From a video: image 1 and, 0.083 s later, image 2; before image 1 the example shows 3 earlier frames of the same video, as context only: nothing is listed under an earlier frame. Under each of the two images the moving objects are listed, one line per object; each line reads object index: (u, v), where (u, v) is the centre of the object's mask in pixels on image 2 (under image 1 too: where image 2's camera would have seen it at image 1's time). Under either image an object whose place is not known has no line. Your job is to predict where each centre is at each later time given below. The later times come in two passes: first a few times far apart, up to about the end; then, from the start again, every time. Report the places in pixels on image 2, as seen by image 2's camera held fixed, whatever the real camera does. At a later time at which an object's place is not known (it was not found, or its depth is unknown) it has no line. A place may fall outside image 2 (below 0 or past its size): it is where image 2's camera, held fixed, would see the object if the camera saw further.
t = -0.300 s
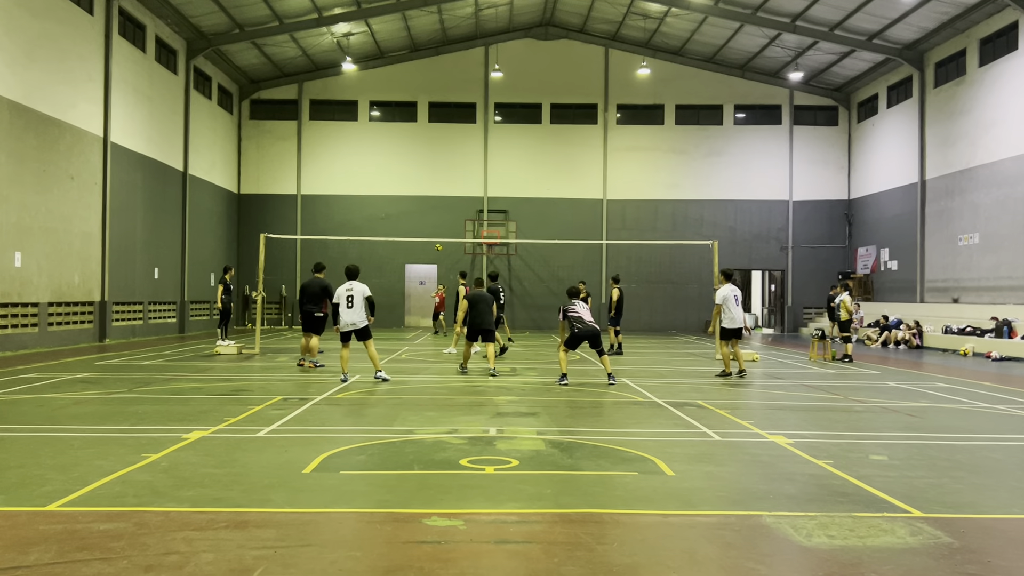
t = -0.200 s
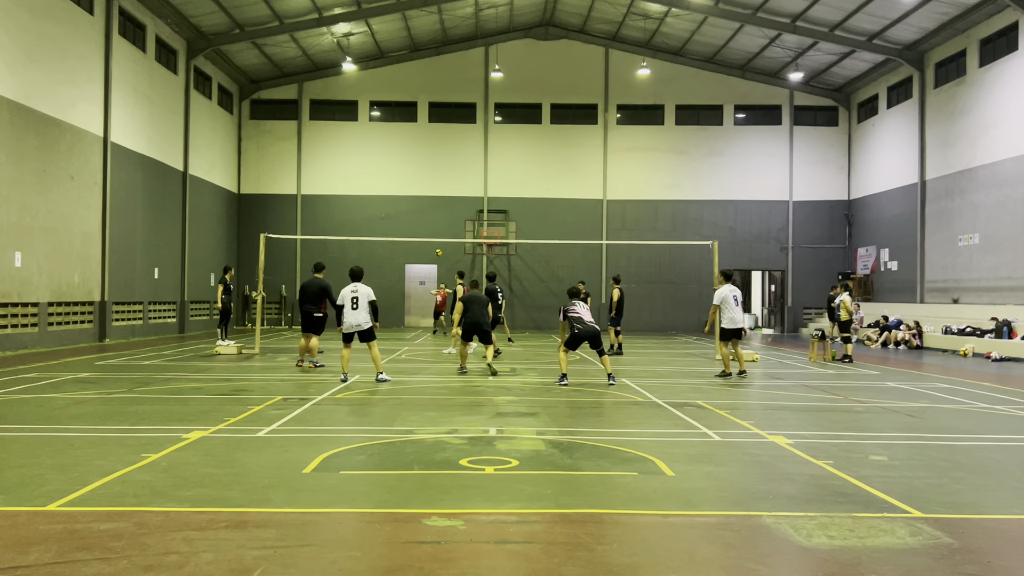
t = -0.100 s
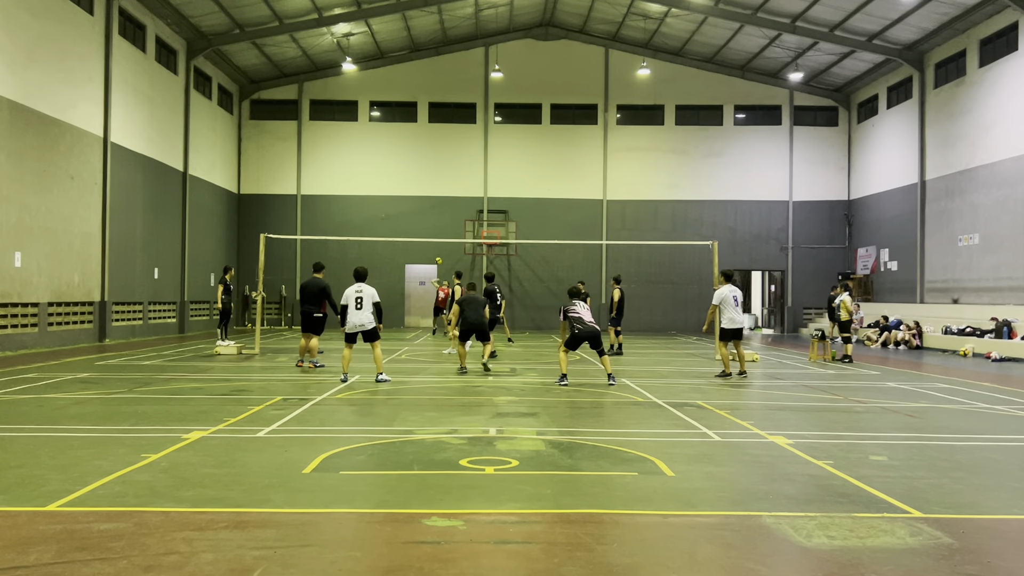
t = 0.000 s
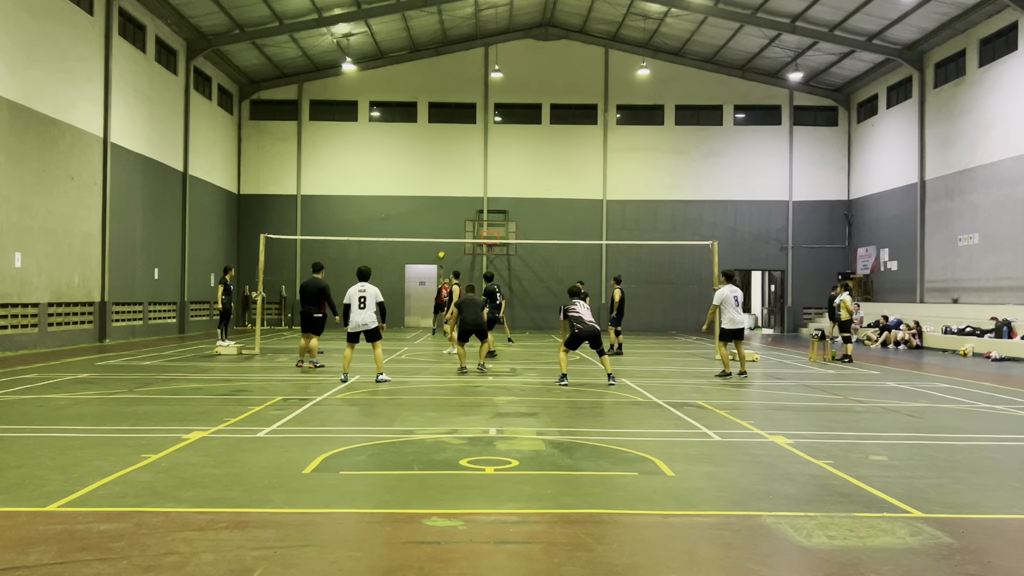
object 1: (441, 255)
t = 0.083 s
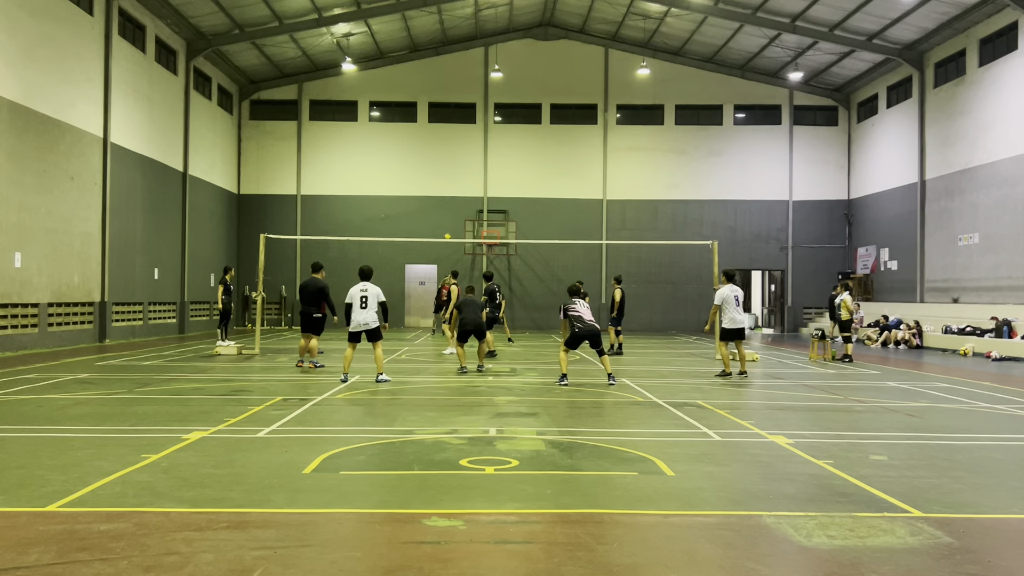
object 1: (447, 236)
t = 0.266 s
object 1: (461, 204)
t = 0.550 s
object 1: (485, 174)
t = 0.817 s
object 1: (515, 176)
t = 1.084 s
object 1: (551, 220)
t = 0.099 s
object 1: (448, 234)
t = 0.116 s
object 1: (449, 230)
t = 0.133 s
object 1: (450, 227)
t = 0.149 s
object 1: (452, 224)
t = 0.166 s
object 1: (453, 221)
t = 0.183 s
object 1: (454, 218)
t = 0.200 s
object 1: (455, 215)
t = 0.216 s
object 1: (456, 212)
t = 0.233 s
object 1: (458, 209)
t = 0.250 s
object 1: (459, 207)
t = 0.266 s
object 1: (461, 204)
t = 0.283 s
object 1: (462, 201)
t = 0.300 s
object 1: (463, 199)
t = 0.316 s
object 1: (465, 197)
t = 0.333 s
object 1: (466, 195)
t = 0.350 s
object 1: (467, 193)
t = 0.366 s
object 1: (469, 191)
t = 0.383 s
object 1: (470, 188)
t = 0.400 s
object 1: (472, 186)
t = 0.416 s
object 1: (473, 184)
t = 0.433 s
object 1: (474, 183)
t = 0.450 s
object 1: (476, 182)
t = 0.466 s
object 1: (478, 180)
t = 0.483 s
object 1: (479, 179)
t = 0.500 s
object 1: (480, 177)
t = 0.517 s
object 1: (482, 176)
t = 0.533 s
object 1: (484, 175)
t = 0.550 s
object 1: (485, 174)
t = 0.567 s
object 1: (487, 173)
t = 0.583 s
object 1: (489, 173)
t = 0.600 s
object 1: (490, 172)
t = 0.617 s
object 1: (492, 172)
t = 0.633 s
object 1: (494, 171)
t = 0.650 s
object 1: (495, 171)
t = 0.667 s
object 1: (497, 171)
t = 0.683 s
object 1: (499, 171)
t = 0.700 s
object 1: (501, 171)
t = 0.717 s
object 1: (503, 172)
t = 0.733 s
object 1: (504, 172)
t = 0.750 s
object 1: (506, 172)
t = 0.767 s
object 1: (509, 173)
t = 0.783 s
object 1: (511, 174)
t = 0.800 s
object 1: (513, 175)
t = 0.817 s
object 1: (515, 176)
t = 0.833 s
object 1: (517, 178)
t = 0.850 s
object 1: (519, 179)
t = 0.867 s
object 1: (521, 181)
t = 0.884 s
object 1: (523, 183)
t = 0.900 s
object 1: (525, 185)
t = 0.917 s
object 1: (527, 187)
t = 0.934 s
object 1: (529, 190)
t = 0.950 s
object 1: (532, 193)
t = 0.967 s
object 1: (534, 196)
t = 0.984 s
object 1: (536, 198)
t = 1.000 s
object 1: (539, 201)
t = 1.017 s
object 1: (541, 204)
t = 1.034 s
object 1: (544, 208)
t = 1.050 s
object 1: (546, 212)
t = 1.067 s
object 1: (548, 216)
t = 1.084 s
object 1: (551, 220)
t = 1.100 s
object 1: (554, 225)
